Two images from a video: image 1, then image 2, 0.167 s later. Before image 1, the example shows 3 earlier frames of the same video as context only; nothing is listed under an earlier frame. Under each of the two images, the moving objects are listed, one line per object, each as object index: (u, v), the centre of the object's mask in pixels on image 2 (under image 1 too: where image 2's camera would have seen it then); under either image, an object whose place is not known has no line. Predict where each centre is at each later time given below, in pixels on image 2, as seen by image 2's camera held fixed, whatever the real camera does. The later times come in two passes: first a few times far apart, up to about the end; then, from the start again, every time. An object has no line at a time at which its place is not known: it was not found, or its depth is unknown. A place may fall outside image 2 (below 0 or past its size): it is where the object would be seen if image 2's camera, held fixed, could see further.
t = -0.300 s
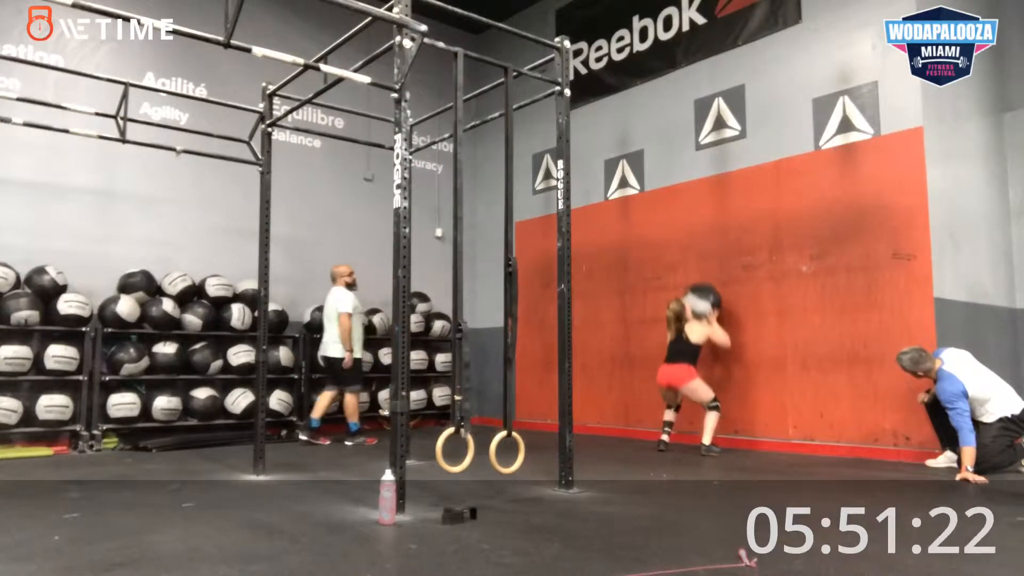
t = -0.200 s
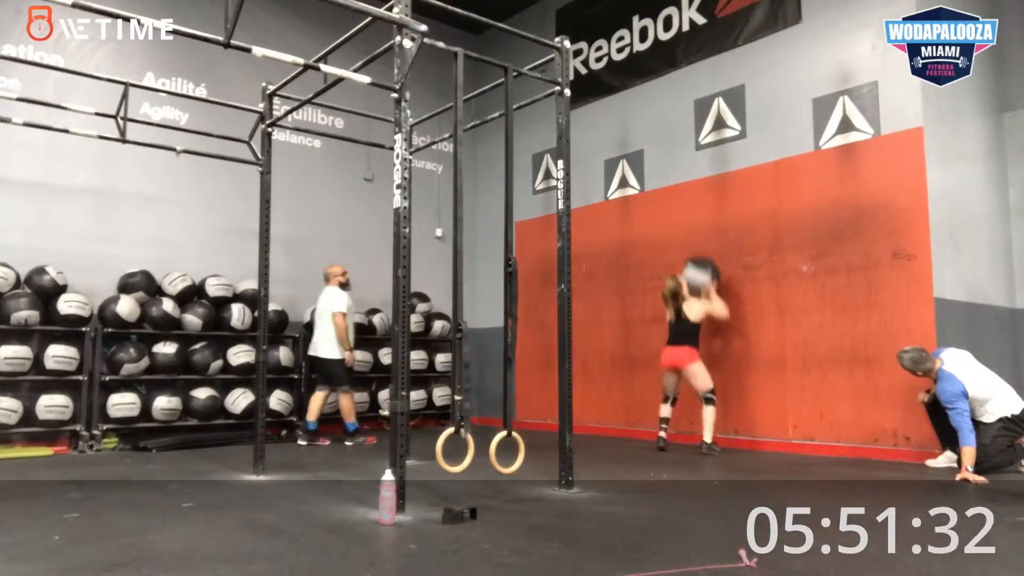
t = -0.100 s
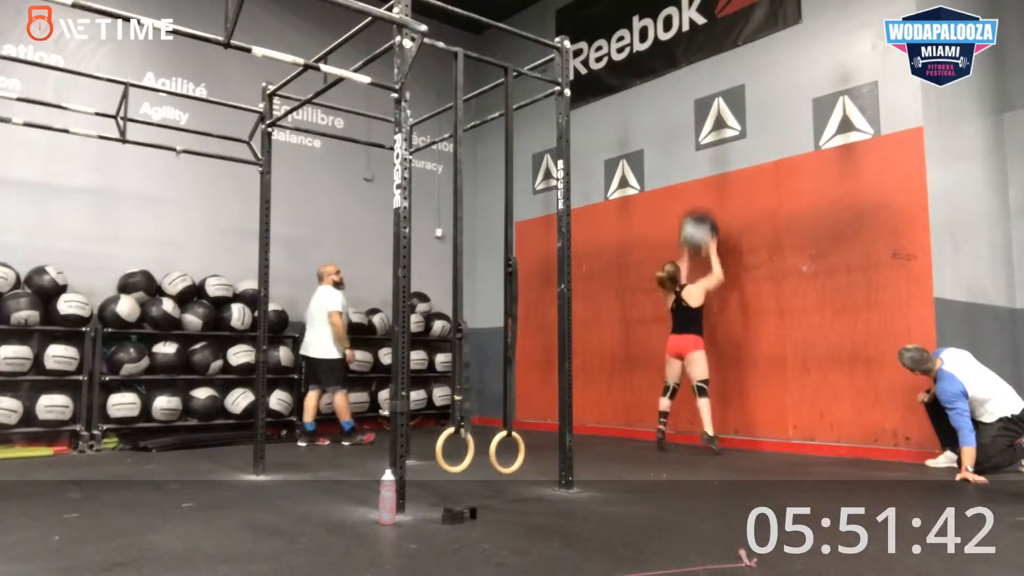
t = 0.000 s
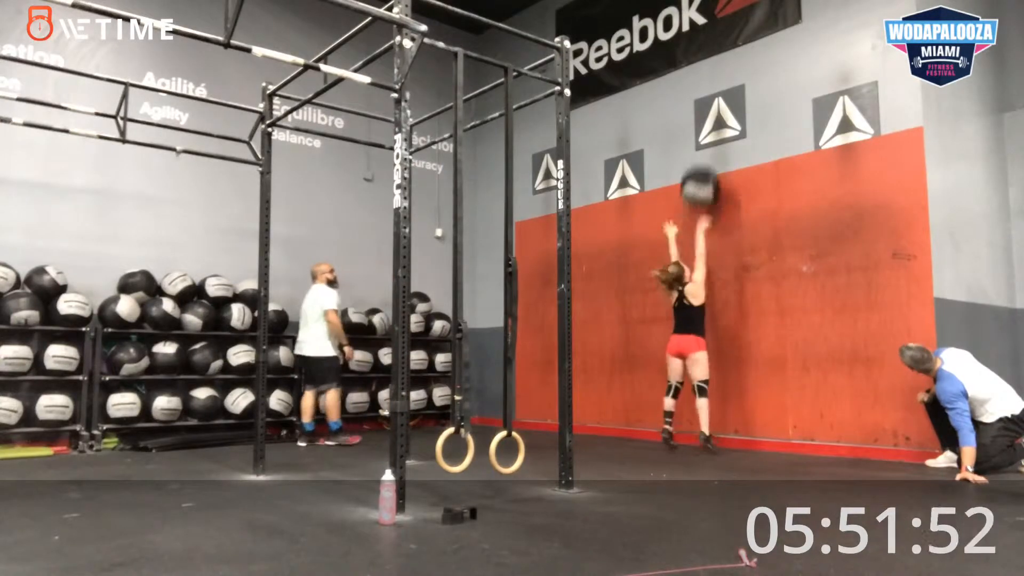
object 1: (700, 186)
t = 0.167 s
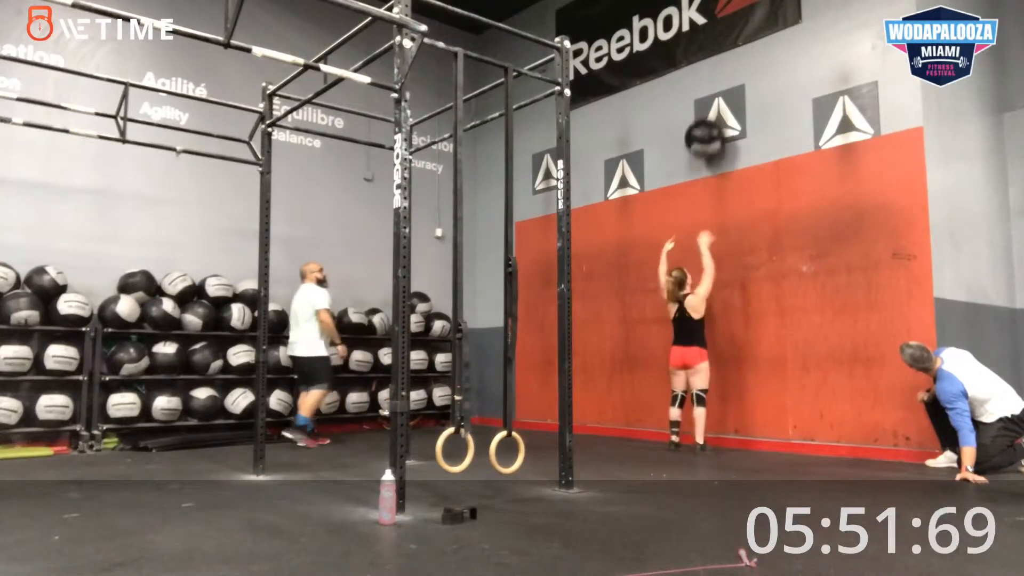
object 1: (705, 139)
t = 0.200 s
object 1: (706, 133)
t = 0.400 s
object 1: (704, 124)
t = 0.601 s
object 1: (699, 157)
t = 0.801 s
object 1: (695, 228)
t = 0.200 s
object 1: (706, 133)
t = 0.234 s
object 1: (707, 128)
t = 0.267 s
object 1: (707, 125)
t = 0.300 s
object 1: (706, 123)
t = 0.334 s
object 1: (706, 123)
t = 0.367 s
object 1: (705, 123)
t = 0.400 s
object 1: (704, 124)
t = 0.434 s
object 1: (704, 126)
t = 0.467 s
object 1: (702, 130)
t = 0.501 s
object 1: (701, 134)
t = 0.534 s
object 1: (700, 141)
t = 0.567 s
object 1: (700, 148)
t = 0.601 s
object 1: (699, 157)
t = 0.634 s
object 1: (698, 165)
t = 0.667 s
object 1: (698, 174)
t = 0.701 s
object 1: (697, 186)
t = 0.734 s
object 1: (697, 199)
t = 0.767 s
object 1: (696, 213)
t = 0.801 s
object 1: (695, 228)
